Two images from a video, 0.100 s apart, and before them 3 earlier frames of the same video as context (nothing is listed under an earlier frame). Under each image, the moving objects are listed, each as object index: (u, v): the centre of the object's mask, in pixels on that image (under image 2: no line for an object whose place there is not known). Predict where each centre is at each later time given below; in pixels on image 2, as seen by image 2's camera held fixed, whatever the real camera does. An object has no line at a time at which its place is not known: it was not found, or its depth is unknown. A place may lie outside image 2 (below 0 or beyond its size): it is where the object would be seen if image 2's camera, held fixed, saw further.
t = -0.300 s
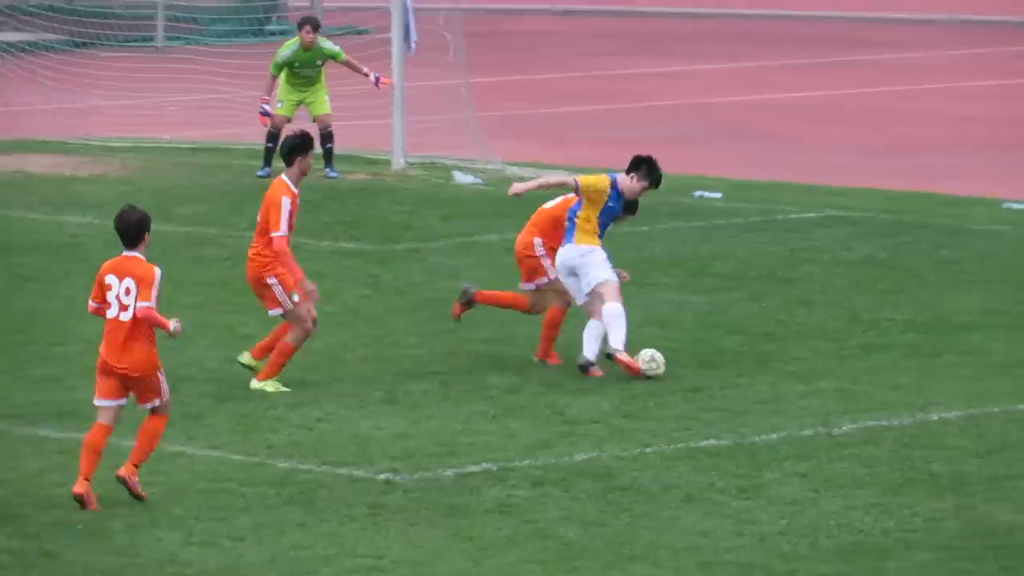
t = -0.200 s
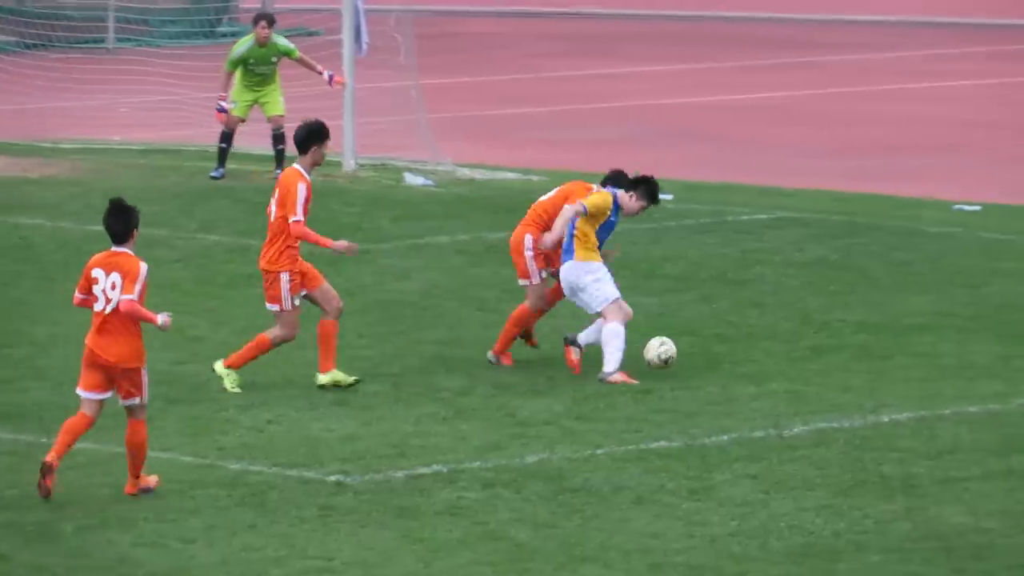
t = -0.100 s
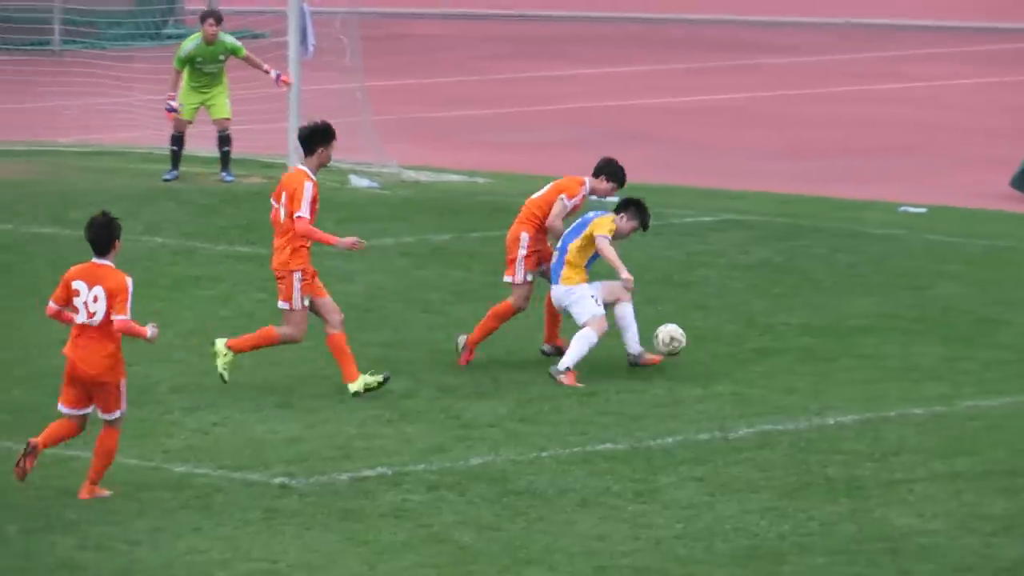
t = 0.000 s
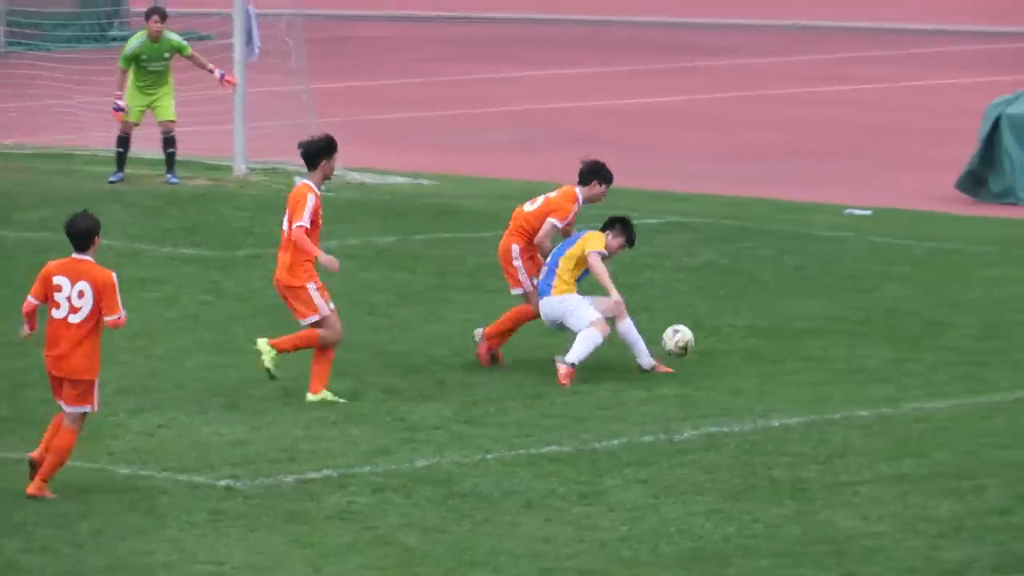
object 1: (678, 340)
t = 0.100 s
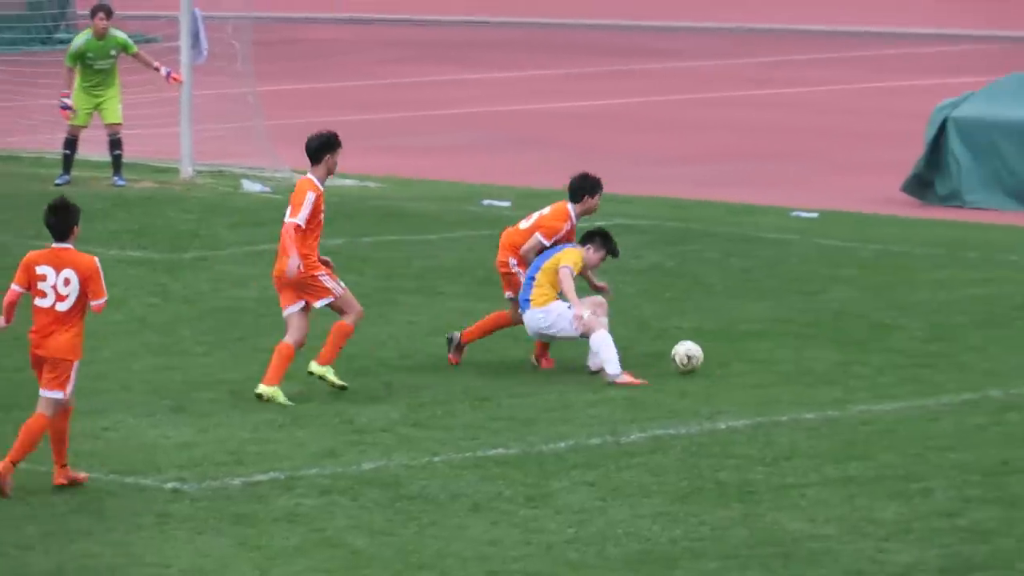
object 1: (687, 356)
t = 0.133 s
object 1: (706, 361)
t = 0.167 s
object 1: (723, 356)
